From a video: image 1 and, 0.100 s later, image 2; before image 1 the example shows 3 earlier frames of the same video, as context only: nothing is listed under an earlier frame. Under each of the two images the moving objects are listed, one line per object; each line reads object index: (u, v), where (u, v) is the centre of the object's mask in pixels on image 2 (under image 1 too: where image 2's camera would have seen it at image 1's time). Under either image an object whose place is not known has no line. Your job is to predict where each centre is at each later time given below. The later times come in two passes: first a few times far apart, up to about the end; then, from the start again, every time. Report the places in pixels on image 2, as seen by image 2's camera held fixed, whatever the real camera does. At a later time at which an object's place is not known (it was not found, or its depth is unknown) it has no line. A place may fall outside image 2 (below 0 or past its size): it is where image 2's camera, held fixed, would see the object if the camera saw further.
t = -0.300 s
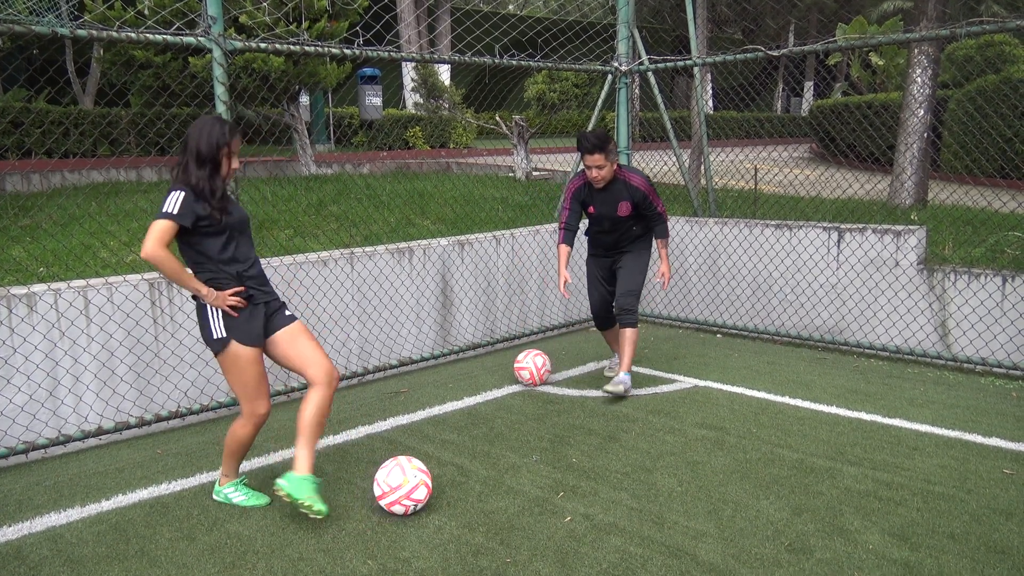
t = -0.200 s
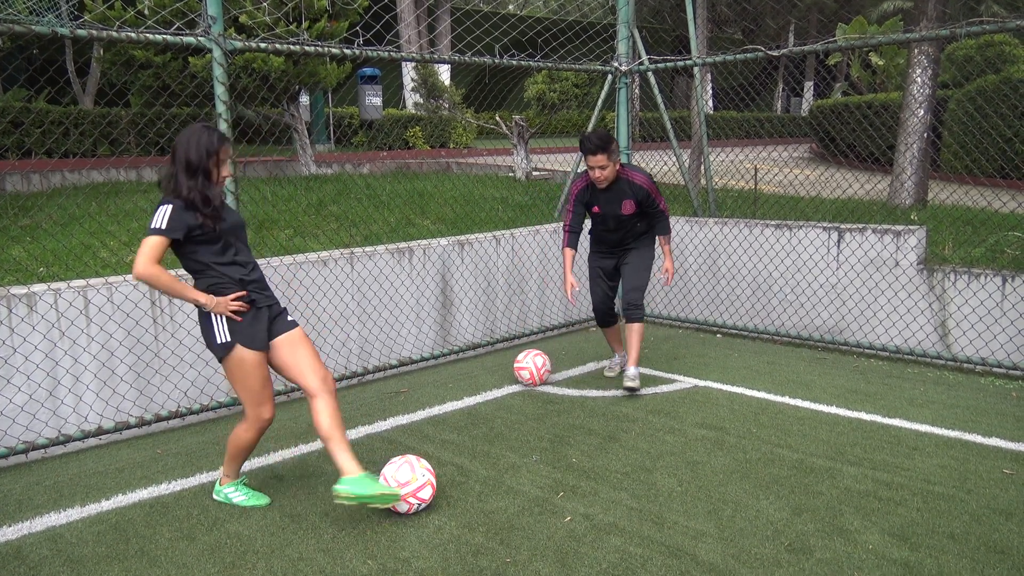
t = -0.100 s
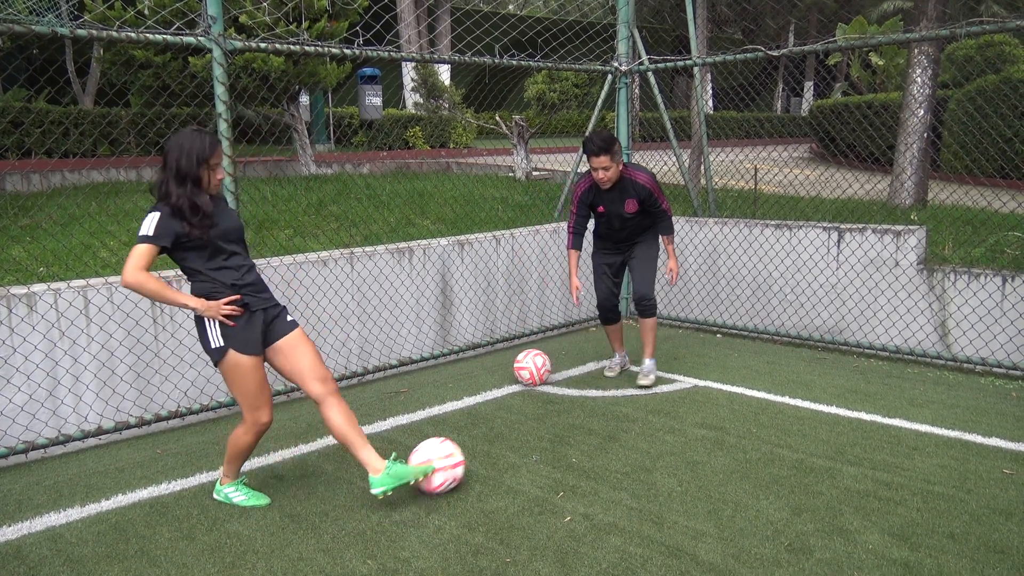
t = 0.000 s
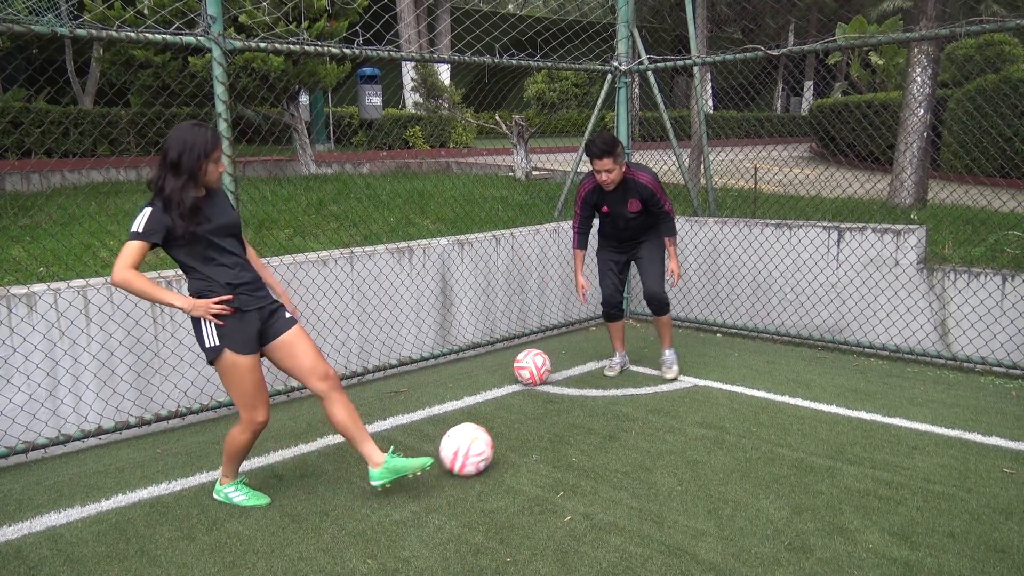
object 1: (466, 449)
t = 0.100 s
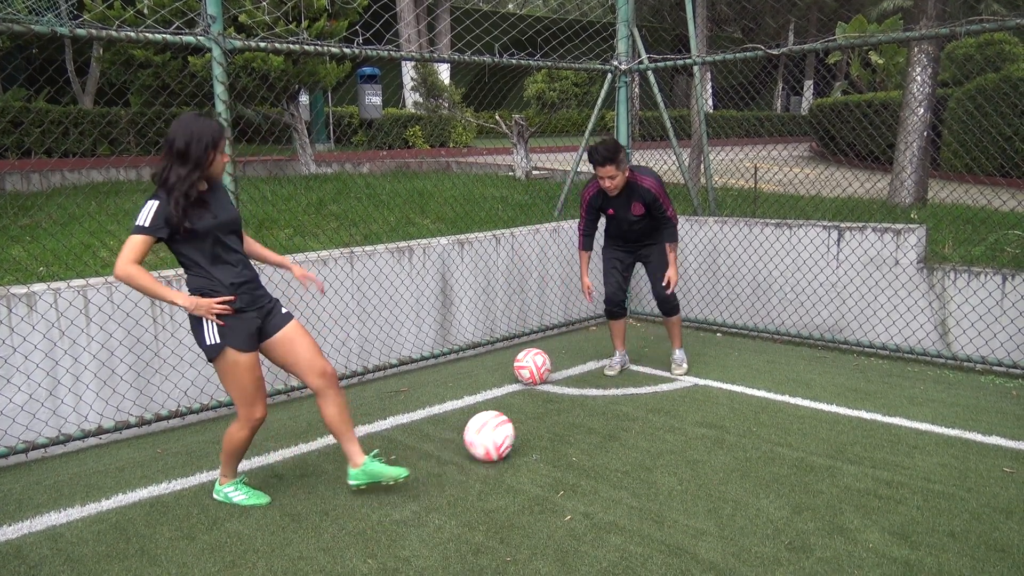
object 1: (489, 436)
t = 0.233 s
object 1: (514, 422)
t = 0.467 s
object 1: (549, 402)
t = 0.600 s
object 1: (566, 392)
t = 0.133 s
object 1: (495, 433)
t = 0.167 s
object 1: (502, 430)
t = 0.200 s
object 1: (508, 426)
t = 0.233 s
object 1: (514, 422)
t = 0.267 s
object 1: (520, 419)
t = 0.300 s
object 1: (525, 416)
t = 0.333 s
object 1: (531, 413)
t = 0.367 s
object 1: (536, 410)
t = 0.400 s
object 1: (540, 407)
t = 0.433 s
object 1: (545, 405)
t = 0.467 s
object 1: (549, 402)
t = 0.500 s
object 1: (554, 399)
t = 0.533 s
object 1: (558, 396)
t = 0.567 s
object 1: (562, 395)
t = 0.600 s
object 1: (566, 392)
